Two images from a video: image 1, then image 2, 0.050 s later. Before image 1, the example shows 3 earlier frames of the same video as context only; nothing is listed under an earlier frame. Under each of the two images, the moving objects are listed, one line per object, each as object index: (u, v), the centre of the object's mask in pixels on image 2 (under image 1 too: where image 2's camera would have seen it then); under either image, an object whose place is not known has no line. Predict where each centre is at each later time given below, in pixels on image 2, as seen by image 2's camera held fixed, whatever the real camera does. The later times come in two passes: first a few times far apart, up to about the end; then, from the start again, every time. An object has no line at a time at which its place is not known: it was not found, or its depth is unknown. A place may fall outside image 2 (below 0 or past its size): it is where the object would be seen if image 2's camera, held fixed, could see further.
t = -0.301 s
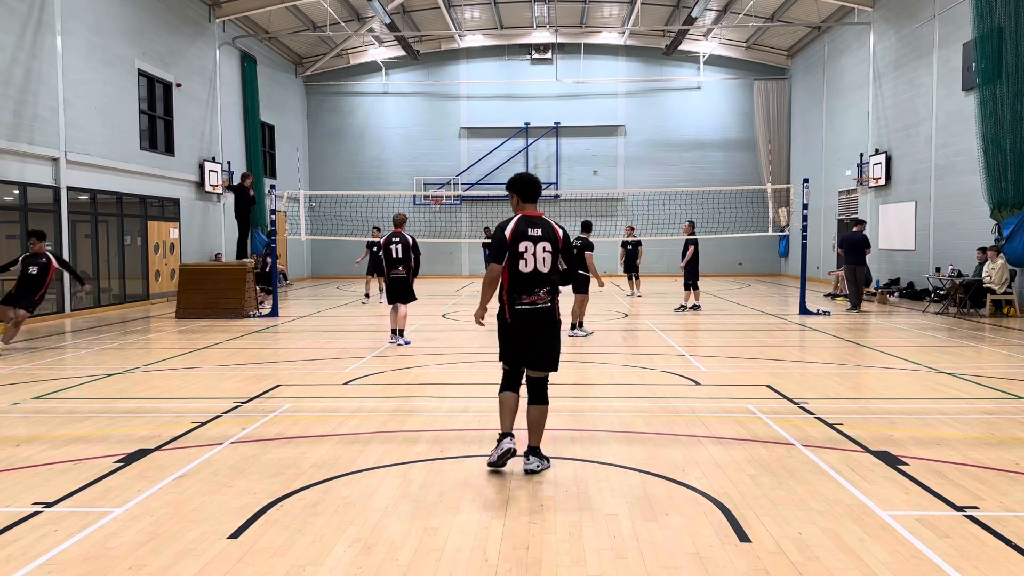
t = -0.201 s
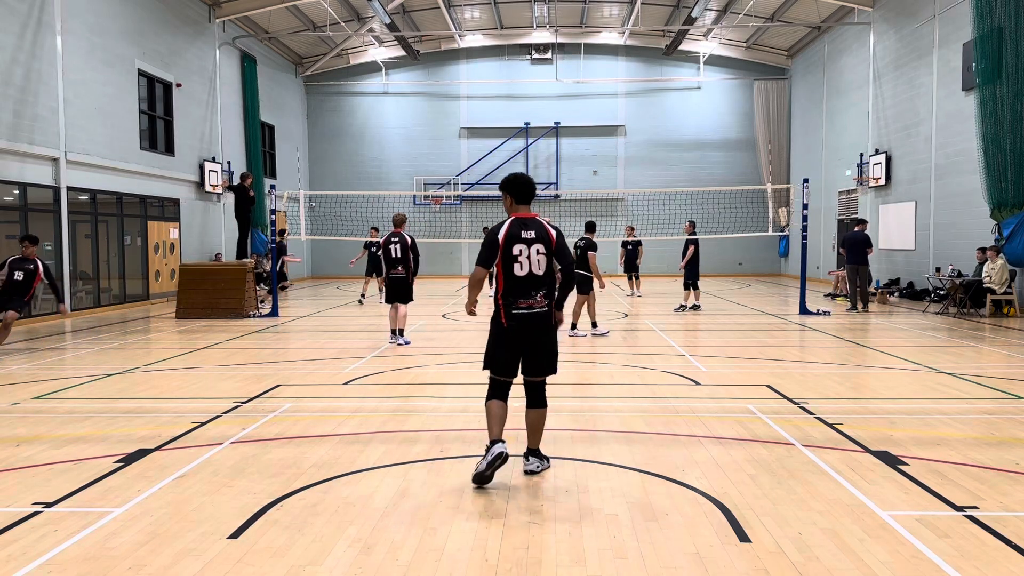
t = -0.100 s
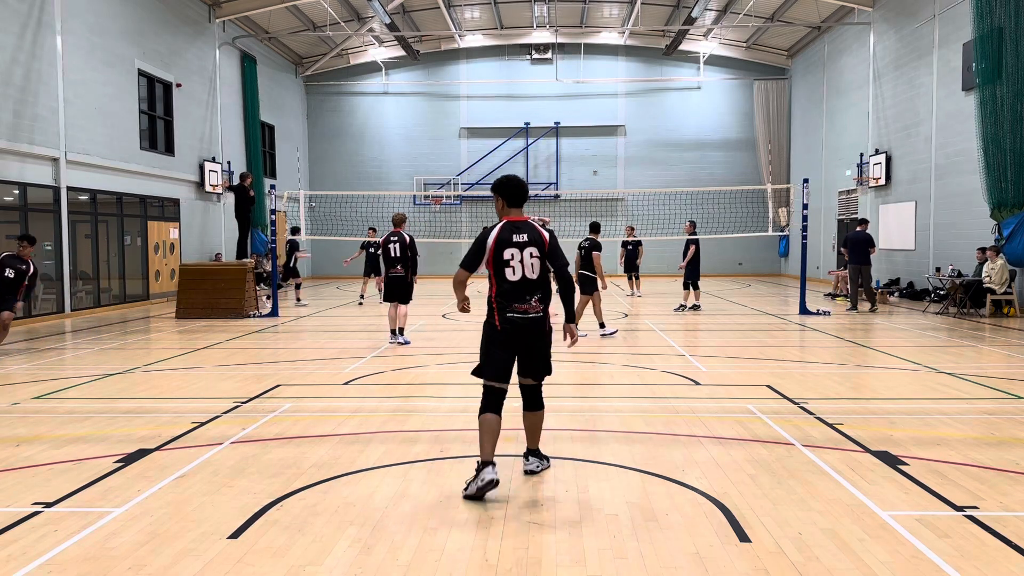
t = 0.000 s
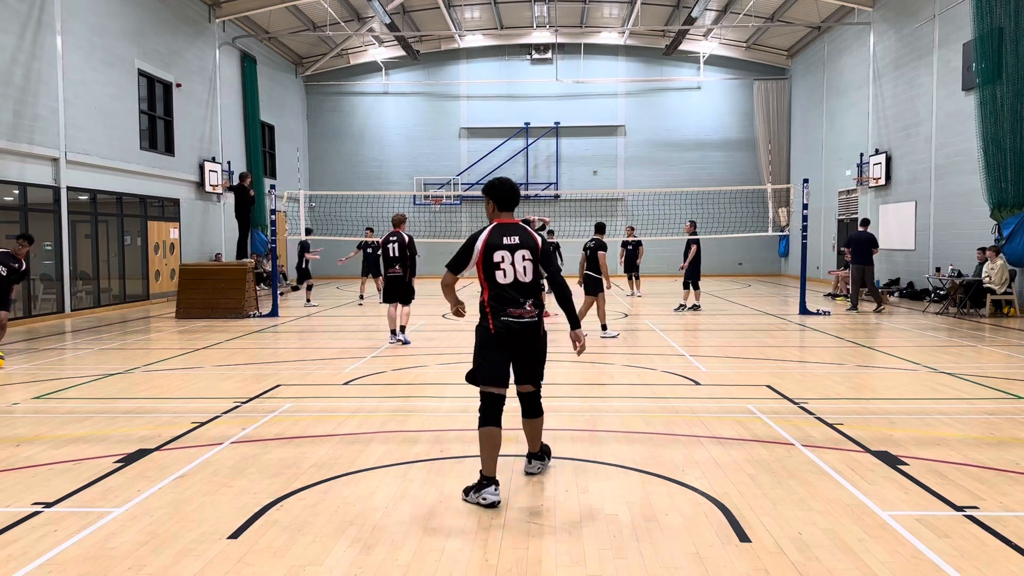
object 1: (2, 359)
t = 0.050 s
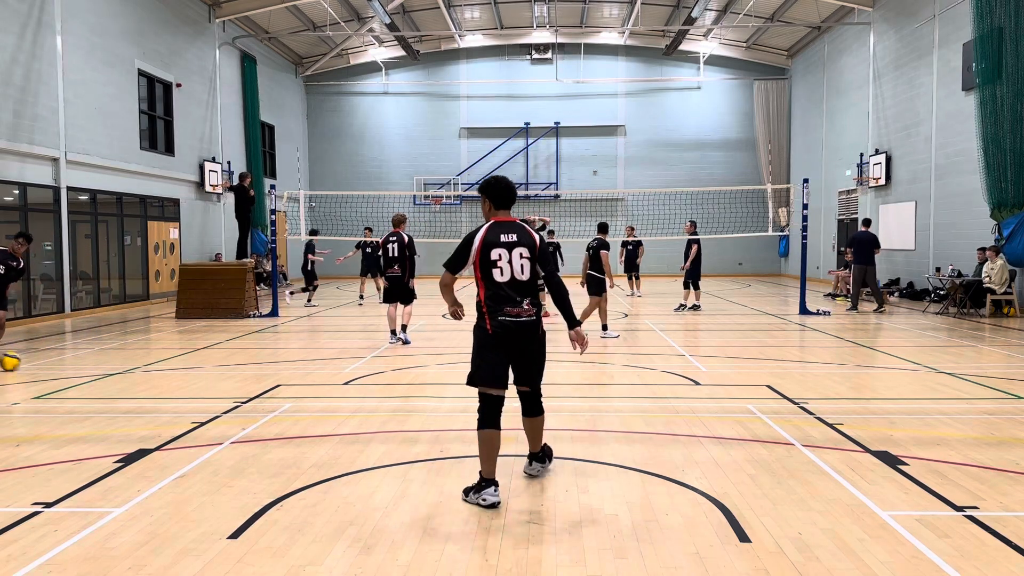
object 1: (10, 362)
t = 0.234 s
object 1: (68, 369)
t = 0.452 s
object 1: (136, 379)
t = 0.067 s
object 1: (15, 363)
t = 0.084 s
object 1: (20, 363)
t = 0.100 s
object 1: (26, 364)
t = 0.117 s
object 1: (31, 364)
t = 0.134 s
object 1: (36, 365)
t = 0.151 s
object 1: (41, 366)
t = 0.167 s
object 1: (46, 367)
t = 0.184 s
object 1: (52, 367)
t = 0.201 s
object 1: (57, 368)
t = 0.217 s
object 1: (62, 369)
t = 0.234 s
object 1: (68, 369)
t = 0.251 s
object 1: (73, 371)
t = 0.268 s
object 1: (79, 371)
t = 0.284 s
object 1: (84, 371)
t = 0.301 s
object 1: (89, 372)
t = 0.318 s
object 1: (94, 374)
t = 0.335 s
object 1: (100, 375)
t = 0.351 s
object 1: (104, 376)
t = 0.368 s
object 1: (110, 375)
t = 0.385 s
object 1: (115, 377)
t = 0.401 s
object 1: (121, 377)
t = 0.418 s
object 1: (126, 378)
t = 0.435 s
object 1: (131, 379)
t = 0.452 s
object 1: (136, 379)
